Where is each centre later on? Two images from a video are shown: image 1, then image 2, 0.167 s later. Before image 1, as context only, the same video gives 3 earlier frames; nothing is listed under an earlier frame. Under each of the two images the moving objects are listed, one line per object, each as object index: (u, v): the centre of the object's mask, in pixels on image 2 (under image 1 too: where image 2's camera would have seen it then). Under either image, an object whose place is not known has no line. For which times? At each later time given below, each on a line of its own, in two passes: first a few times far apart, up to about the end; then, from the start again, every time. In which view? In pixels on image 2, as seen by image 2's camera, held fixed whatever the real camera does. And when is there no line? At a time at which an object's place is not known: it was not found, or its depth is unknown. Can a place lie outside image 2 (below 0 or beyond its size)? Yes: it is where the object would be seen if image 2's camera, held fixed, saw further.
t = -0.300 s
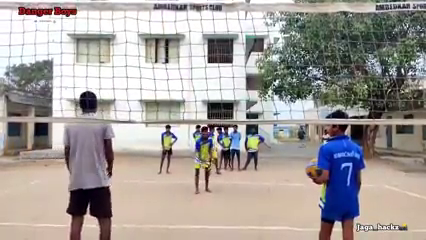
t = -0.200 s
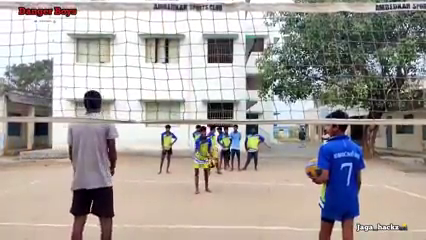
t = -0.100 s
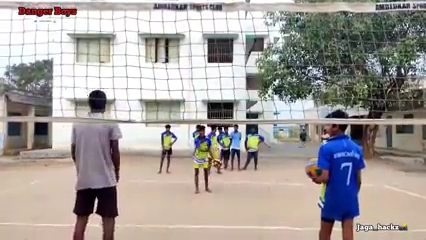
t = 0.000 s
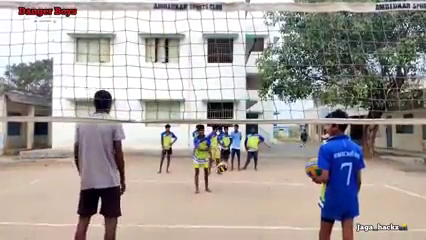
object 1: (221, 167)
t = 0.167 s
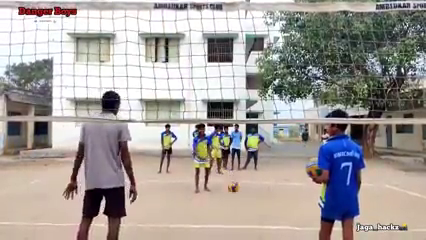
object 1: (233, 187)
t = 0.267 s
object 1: (240, 209)
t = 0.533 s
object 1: (255, 188)
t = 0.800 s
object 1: (274, 210)
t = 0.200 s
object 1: (235, 193)
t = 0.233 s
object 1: (237, 200)
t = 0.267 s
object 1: (240, 209)
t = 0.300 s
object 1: (242, 206)
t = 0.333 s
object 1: (244, 202)
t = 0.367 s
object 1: (246, 198)
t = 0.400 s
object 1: (247, 195)
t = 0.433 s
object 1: (250, 193)
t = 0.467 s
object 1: (251, 190)
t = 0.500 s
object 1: (253, 189)
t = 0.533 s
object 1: (255, 188)
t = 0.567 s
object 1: (257, 188)
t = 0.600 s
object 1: (259, 188)
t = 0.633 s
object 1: (262, 190)
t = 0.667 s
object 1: (265, 194)
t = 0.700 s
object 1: (266, 196)
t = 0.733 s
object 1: (269, 200)
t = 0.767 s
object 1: (271, 204)
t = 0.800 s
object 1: (274, 210)
